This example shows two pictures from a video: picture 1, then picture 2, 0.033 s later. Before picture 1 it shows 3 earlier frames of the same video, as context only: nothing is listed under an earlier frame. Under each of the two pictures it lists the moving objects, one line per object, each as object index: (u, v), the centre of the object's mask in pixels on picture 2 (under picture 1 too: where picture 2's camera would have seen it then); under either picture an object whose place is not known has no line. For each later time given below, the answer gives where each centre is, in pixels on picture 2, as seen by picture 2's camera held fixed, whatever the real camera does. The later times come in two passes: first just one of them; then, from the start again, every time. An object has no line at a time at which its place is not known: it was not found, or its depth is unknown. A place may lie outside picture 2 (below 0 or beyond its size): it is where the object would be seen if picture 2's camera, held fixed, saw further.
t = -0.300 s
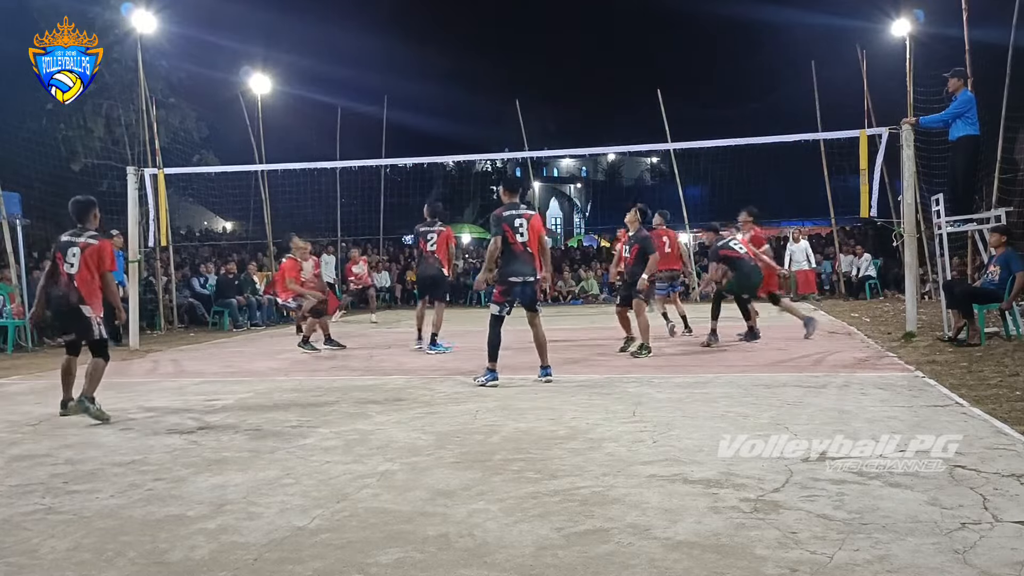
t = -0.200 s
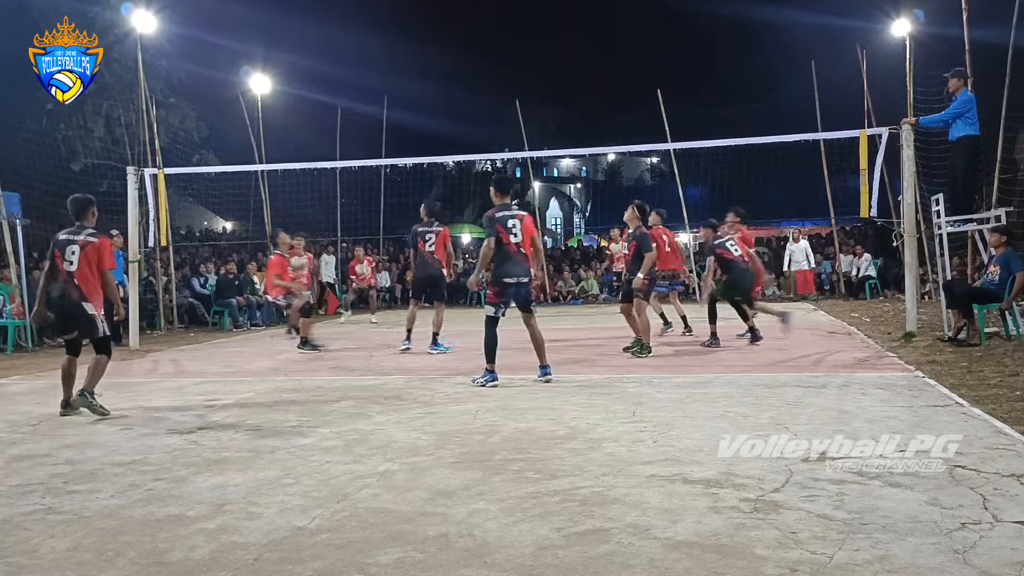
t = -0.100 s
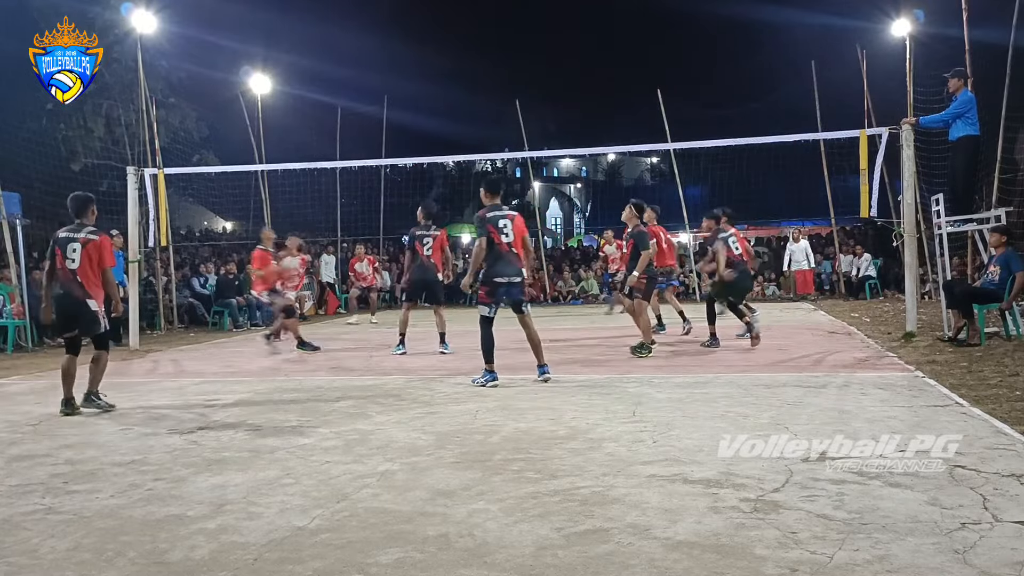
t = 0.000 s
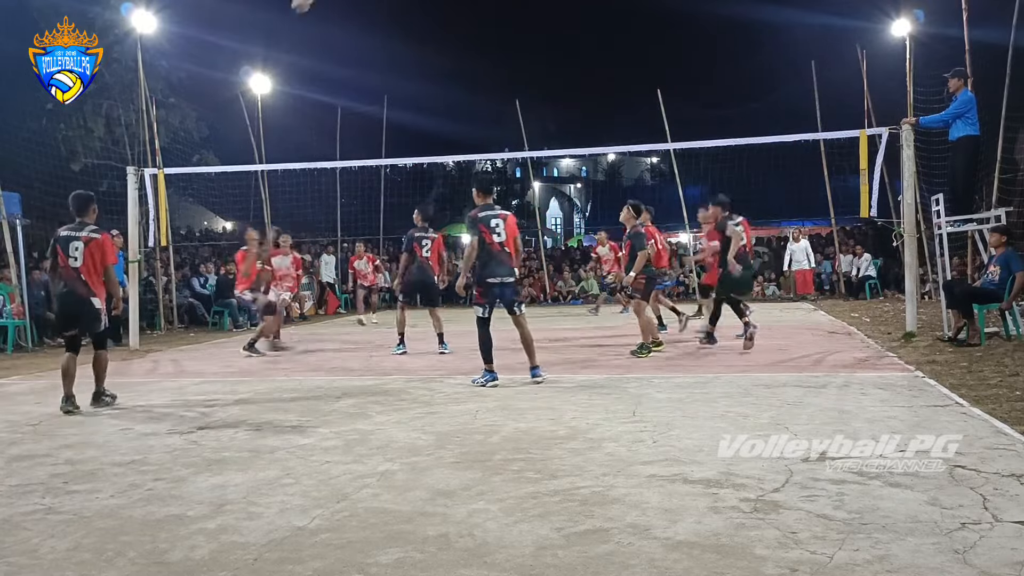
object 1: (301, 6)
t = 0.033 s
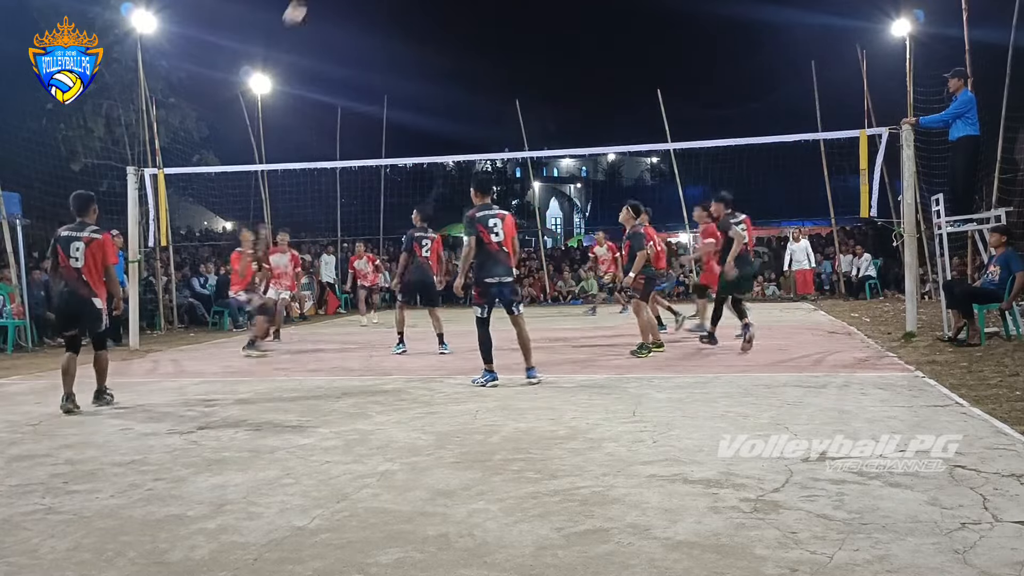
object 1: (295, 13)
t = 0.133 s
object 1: (270, 57)
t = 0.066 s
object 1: (286, 27)
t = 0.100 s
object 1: (278, 41)
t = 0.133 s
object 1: (270, 57)
